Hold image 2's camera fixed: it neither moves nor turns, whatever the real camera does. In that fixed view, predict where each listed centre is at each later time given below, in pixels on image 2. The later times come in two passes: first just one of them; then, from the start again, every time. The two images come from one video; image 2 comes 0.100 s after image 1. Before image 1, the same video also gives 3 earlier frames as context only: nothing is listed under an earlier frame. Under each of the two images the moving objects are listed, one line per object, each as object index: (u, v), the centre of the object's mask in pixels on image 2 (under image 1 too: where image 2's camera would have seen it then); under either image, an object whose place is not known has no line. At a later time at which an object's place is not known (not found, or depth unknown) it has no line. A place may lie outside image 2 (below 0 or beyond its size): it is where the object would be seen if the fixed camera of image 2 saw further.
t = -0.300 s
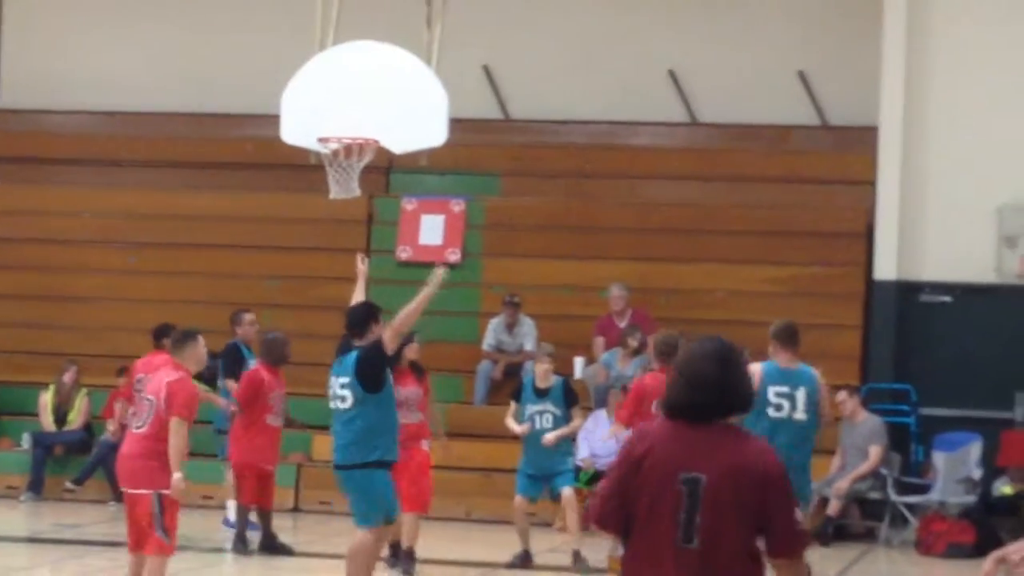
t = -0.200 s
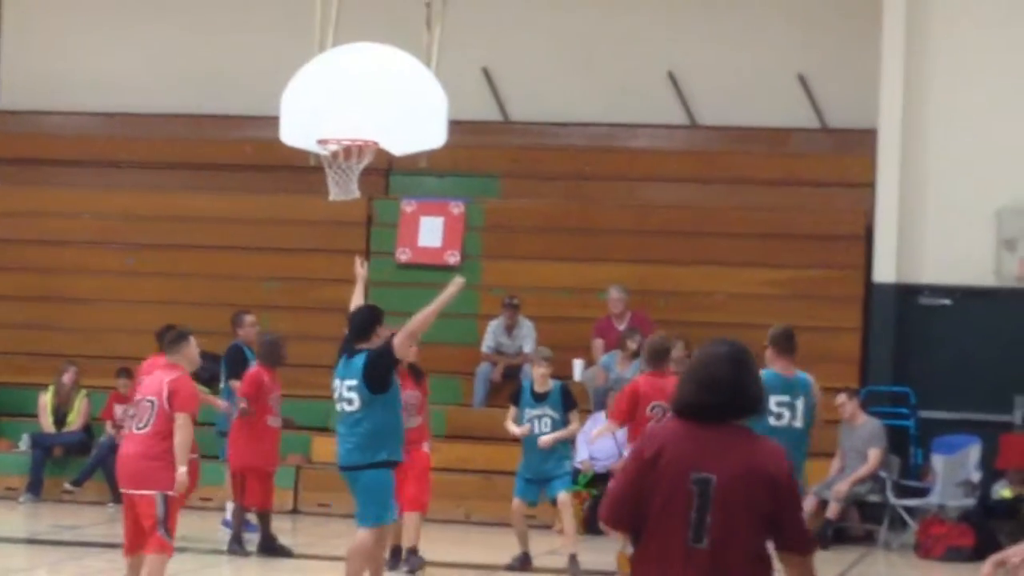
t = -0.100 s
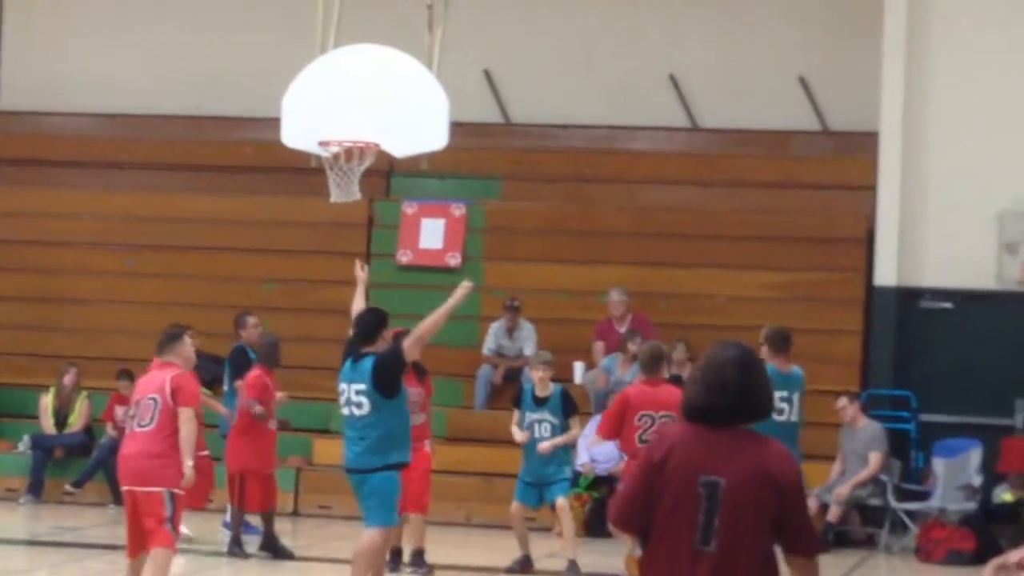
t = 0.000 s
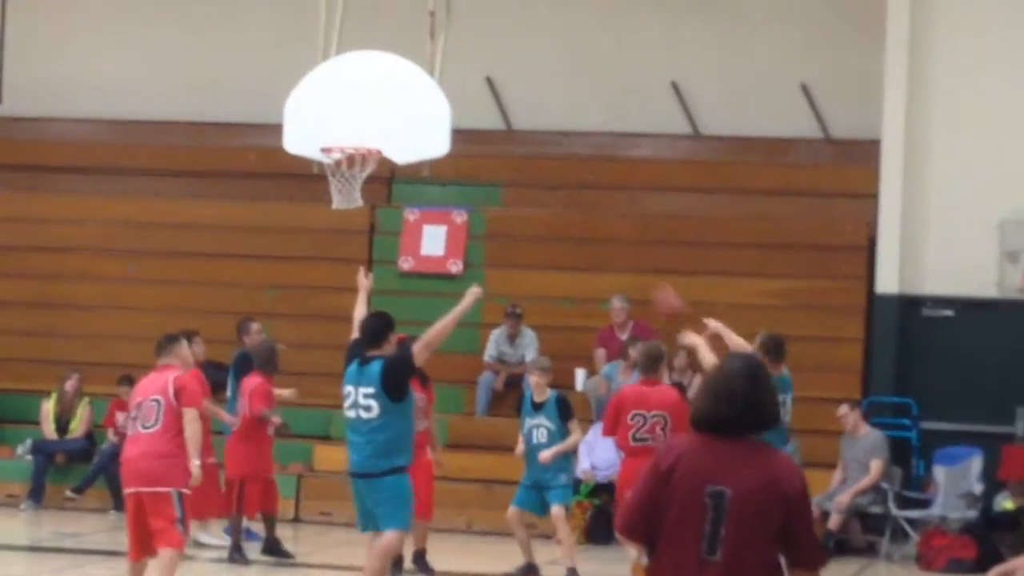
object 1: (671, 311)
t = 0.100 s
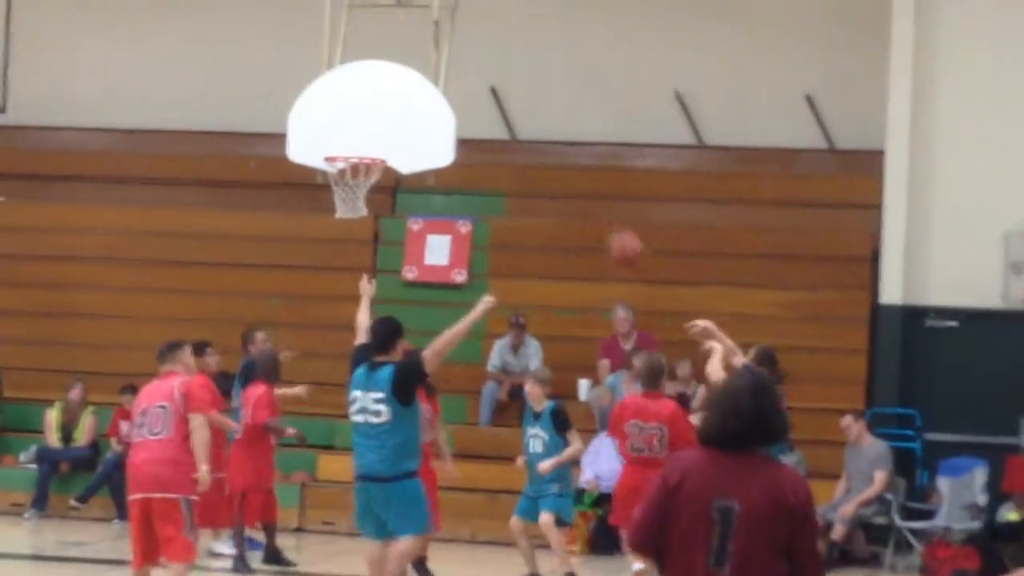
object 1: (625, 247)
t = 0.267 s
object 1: (548, 170)
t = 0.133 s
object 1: (609, 225)
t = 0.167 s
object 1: (593, 212)
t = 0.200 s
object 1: (579, 196)
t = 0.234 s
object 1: (565, 182)
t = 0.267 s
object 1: (548, 170)
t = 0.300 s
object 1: (535, 161)
